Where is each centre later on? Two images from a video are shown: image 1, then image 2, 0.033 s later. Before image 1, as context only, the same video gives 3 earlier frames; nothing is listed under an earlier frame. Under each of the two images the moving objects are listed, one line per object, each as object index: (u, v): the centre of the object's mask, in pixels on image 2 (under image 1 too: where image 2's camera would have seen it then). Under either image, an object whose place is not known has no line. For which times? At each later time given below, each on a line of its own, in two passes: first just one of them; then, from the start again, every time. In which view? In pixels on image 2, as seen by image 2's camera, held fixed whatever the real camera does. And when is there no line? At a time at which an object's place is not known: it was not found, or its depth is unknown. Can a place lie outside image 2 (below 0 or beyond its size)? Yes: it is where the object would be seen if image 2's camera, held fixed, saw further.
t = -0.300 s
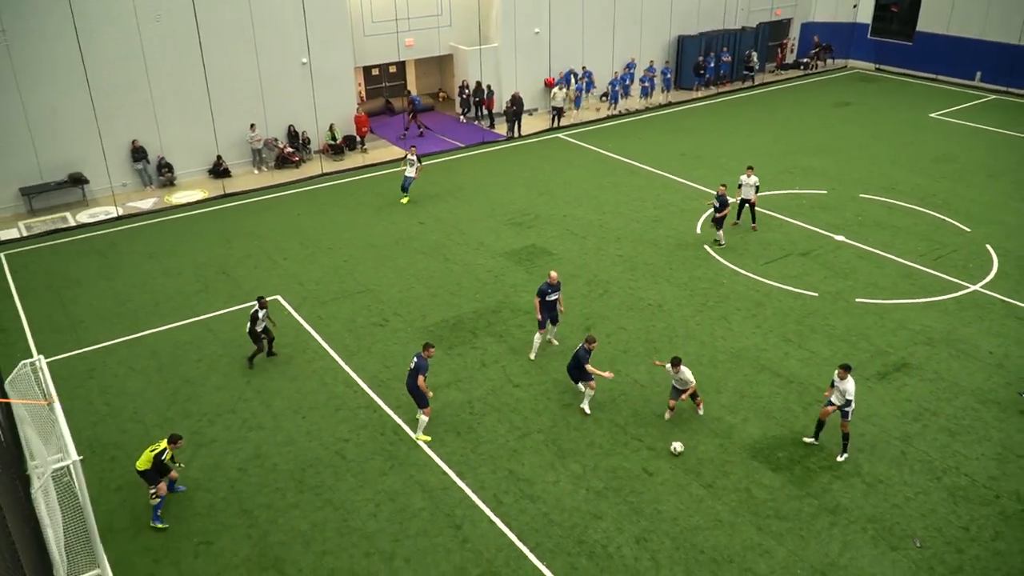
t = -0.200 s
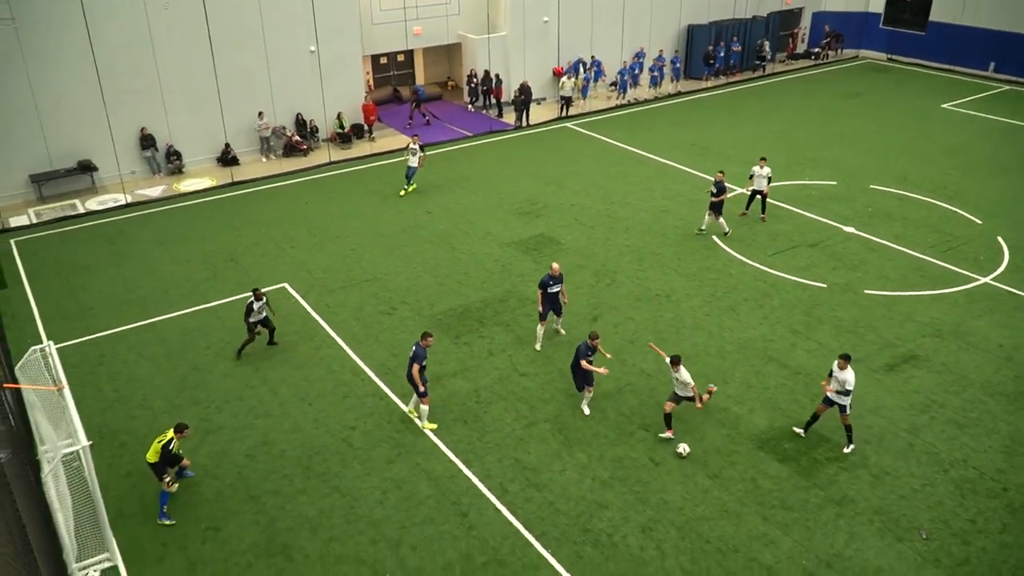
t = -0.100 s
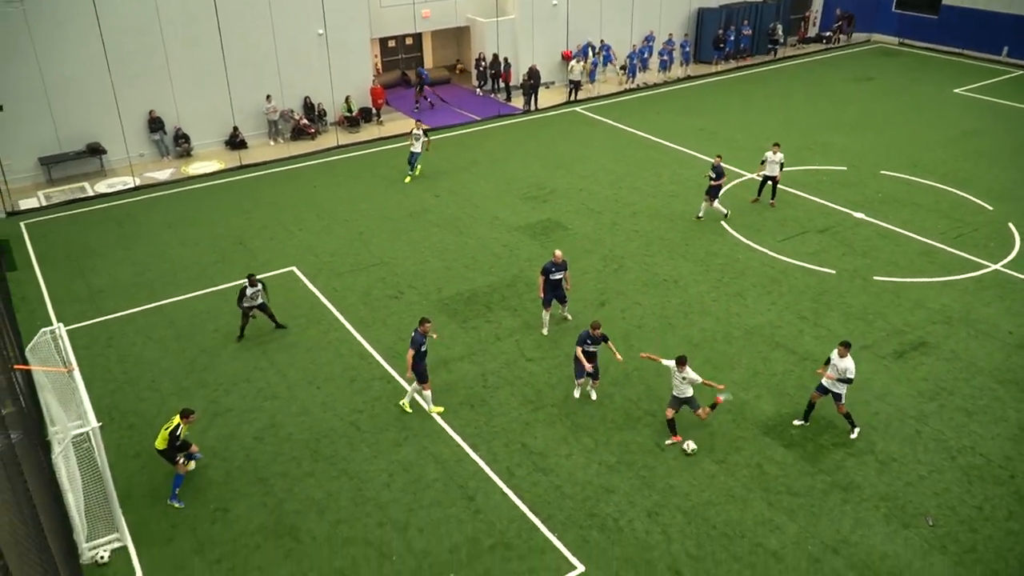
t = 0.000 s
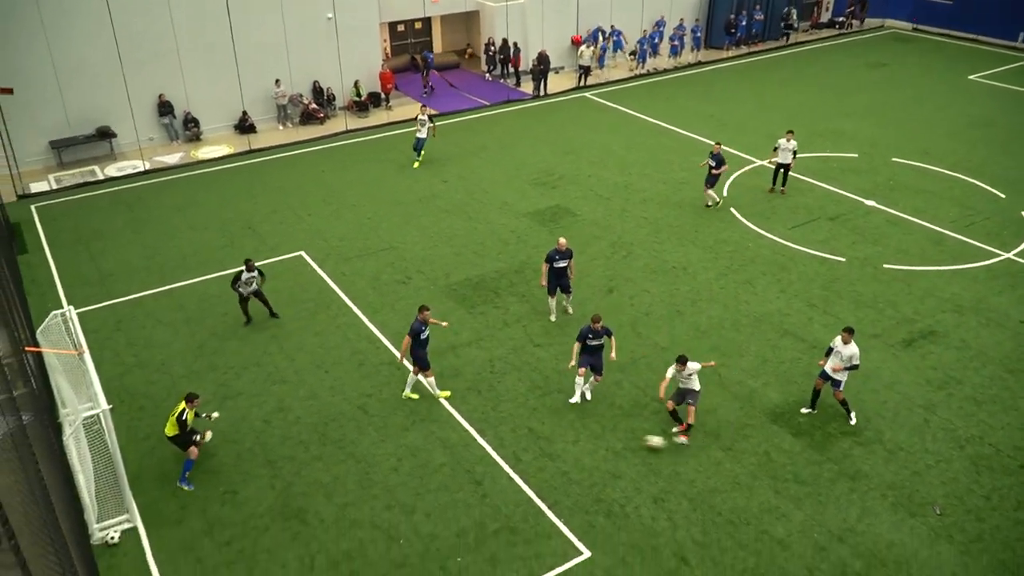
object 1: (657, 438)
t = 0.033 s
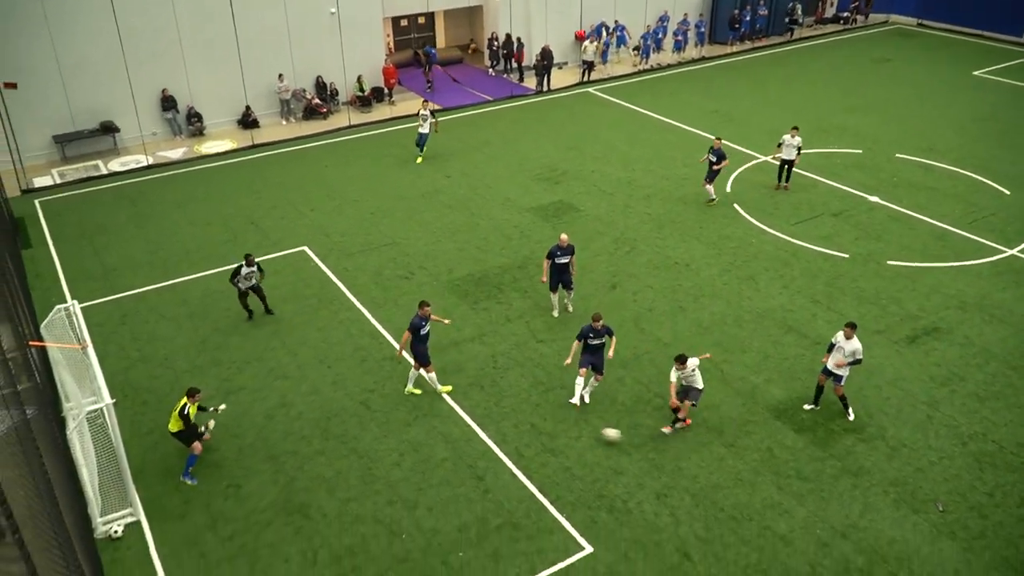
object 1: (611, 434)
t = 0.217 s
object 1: (366, 428)
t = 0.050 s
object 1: (588, 432)
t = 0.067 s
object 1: (565, 432)
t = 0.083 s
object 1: (542, 430)
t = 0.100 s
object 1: (520, 429)
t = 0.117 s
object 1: (497, 429)
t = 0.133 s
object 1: (474, 427)
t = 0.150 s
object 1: (452, 428)
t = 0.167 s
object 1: (430, 427)
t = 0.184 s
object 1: (408, 427)
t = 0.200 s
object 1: (387, 427)
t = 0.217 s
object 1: (366, 428)
